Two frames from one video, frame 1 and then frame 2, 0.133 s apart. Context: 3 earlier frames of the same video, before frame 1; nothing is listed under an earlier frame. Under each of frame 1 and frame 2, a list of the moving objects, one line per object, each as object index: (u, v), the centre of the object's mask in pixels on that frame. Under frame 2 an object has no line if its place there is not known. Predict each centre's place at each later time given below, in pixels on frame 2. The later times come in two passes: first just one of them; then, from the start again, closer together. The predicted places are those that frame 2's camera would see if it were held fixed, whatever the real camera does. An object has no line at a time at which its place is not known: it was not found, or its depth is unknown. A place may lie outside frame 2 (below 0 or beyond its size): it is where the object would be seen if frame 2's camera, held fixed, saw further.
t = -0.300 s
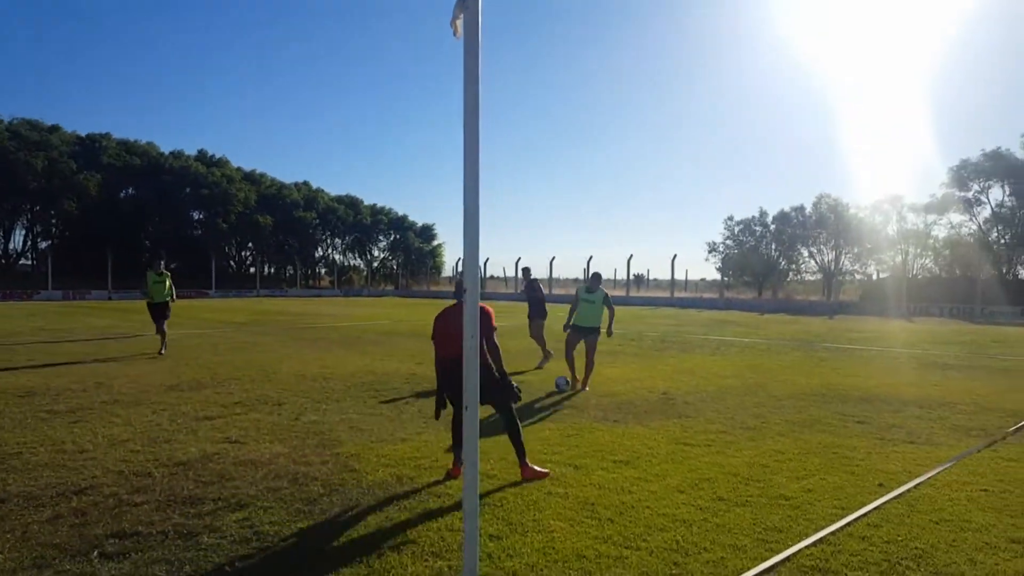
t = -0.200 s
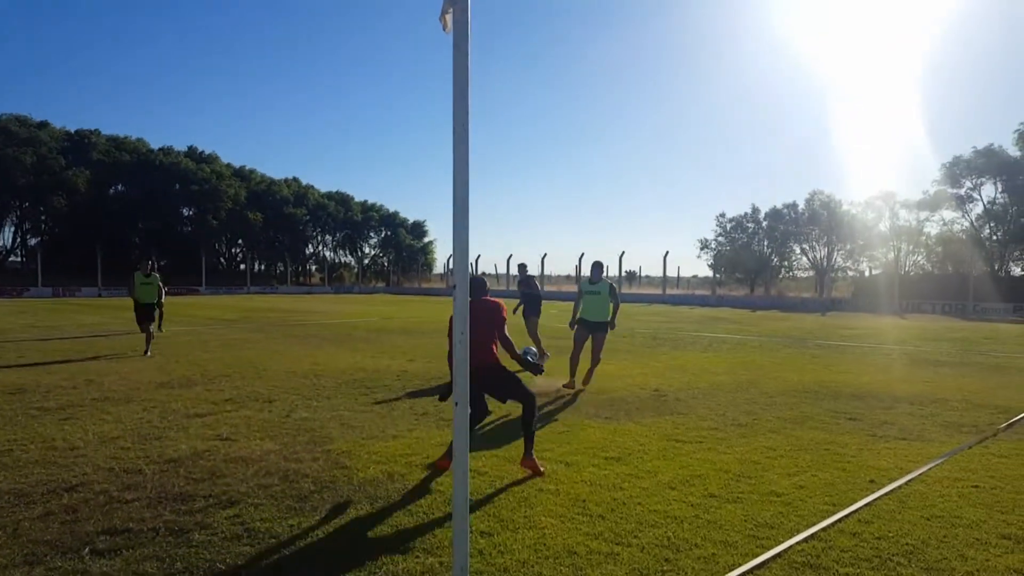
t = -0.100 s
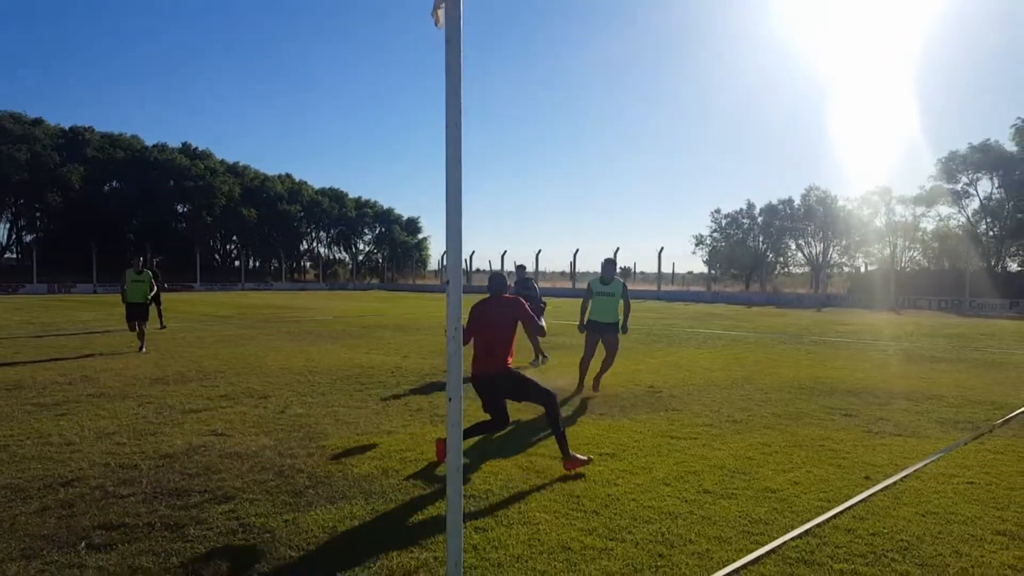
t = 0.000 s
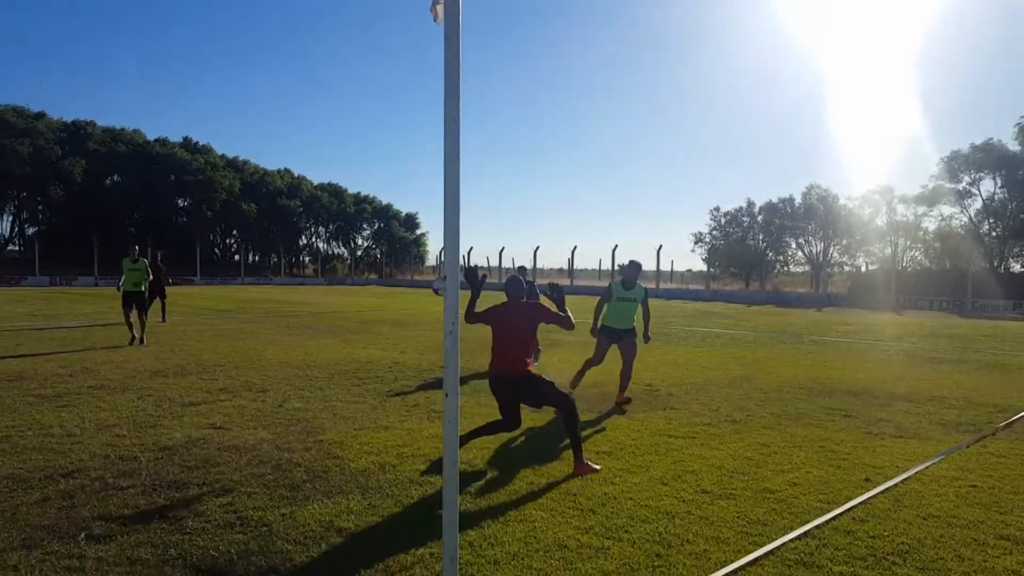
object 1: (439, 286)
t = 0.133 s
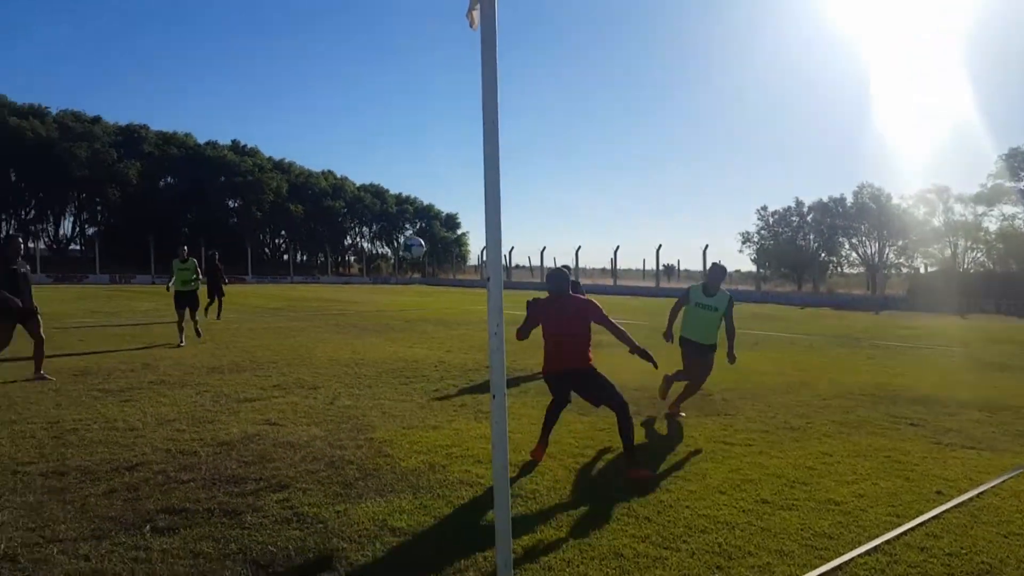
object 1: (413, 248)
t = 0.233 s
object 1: (345, 223)
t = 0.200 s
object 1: (369, 231)
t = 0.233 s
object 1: (345, 223)
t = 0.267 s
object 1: (318, 216)
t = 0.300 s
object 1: (289, 210)
